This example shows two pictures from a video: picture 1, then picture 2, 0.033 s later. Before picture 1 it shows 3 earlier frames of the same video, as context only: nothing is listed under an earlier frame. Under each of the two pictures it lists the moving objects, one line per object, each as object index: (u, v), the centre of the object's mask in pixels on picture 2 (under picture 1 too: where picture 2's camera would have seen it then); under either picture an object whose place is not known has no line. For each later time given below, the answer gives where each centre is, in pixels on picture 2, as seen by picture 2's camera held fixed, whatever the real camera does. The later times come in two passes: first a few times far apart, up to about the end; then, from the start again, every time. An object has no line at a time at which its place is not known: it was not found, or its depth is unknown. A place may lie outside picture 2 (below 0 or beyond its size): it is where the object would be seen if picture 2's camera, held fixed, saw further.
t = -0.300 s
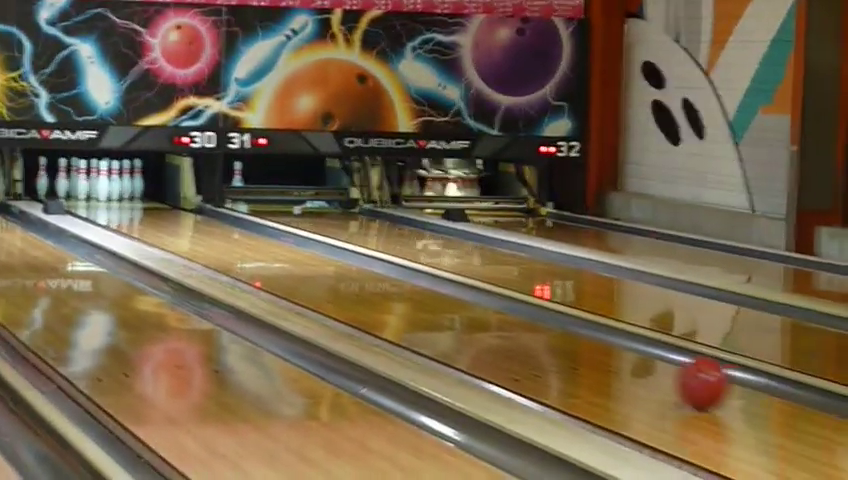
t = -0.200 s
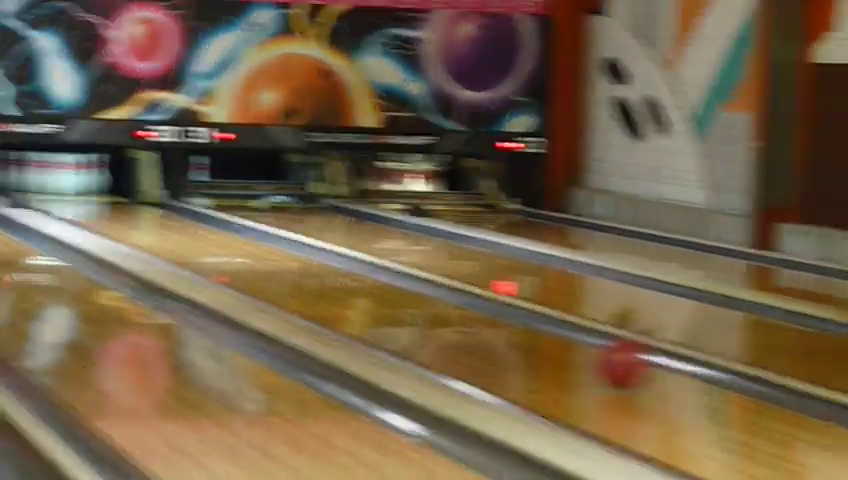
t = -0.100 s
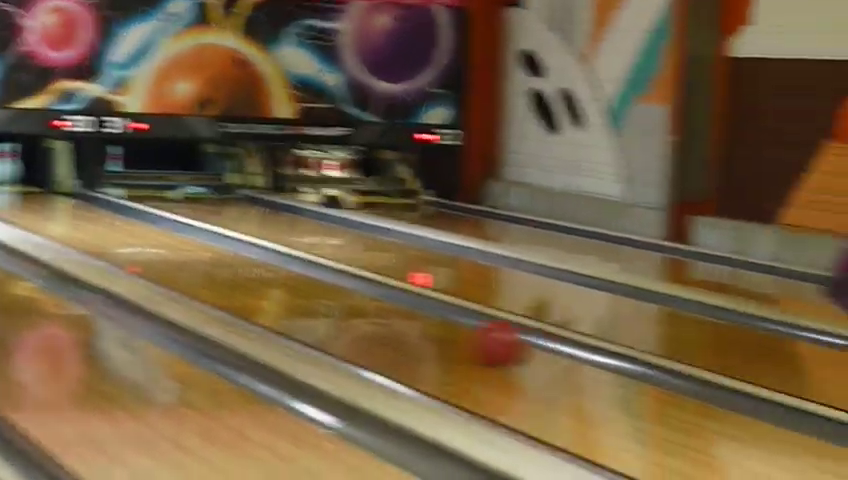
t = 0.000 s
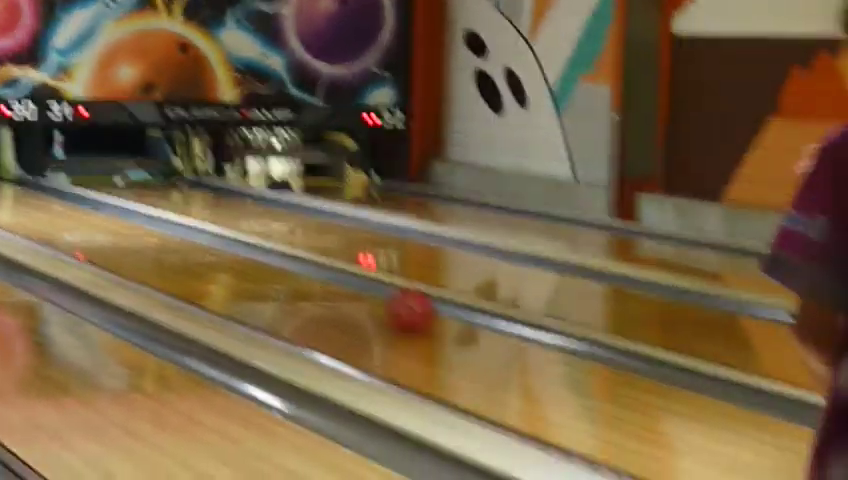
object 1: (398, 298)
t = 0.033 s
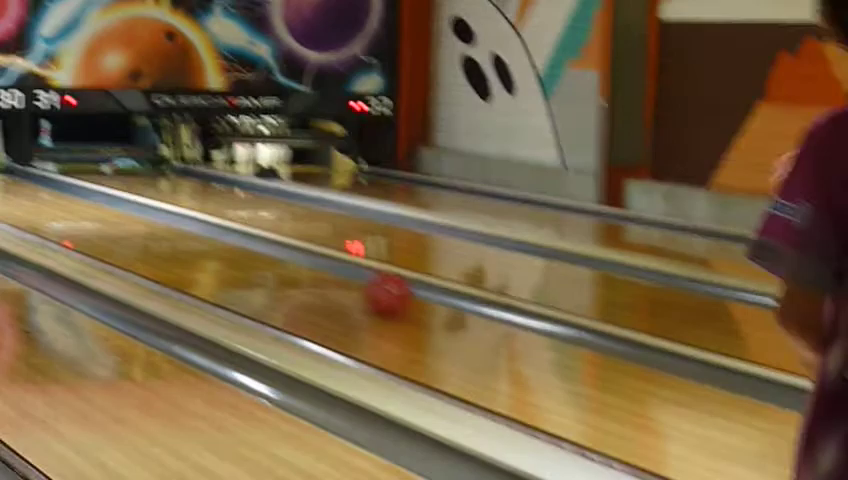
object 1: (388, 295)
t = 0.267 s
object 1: (318, 274)
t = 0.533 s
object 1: (254, 250)
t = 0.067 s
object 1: (377, 292)
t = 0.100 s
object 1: (367, 289)
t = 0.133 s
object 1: (357, 285)
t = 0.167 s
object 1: (346, 281)
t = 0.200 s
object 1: (336, 279)
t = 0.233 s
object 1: (327, 276)
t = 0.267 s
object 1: (318, 274)
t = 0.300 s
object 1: (308, 270)
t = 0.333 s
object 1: (300, 267)
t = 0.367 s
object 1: (291, 264)
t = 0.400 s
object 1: (285, 261)
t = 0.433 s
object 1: (276, 258)
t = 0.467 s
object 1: (269, 255)
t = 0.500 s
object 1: (261, 252)
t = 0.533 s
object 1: (254, 250)
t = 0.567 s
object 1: (250, 247)
